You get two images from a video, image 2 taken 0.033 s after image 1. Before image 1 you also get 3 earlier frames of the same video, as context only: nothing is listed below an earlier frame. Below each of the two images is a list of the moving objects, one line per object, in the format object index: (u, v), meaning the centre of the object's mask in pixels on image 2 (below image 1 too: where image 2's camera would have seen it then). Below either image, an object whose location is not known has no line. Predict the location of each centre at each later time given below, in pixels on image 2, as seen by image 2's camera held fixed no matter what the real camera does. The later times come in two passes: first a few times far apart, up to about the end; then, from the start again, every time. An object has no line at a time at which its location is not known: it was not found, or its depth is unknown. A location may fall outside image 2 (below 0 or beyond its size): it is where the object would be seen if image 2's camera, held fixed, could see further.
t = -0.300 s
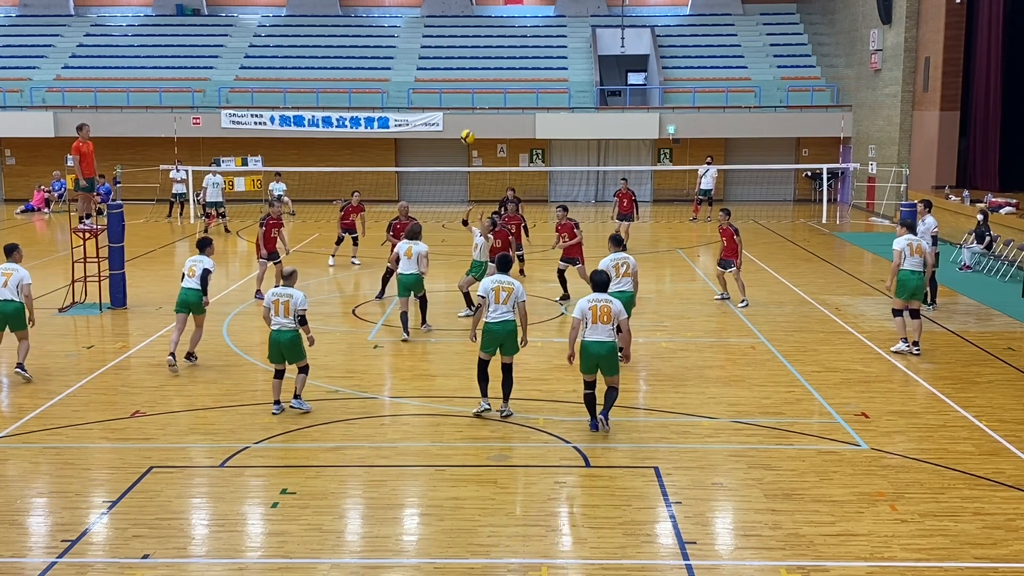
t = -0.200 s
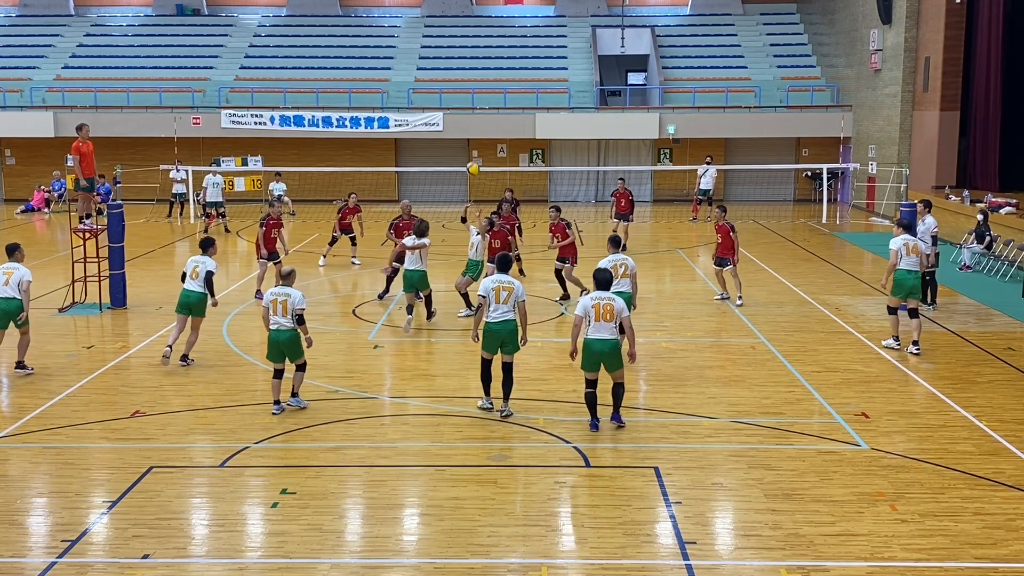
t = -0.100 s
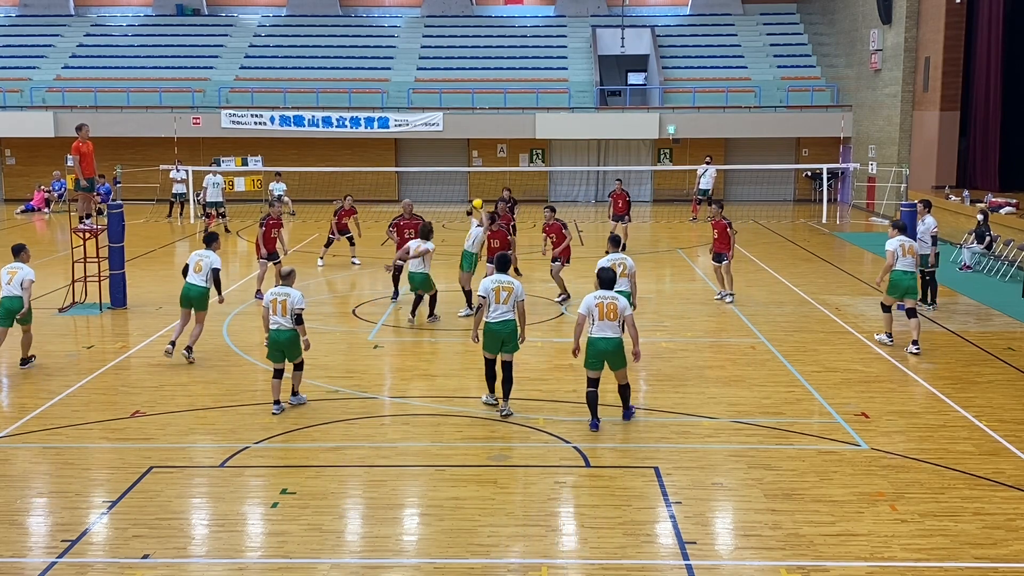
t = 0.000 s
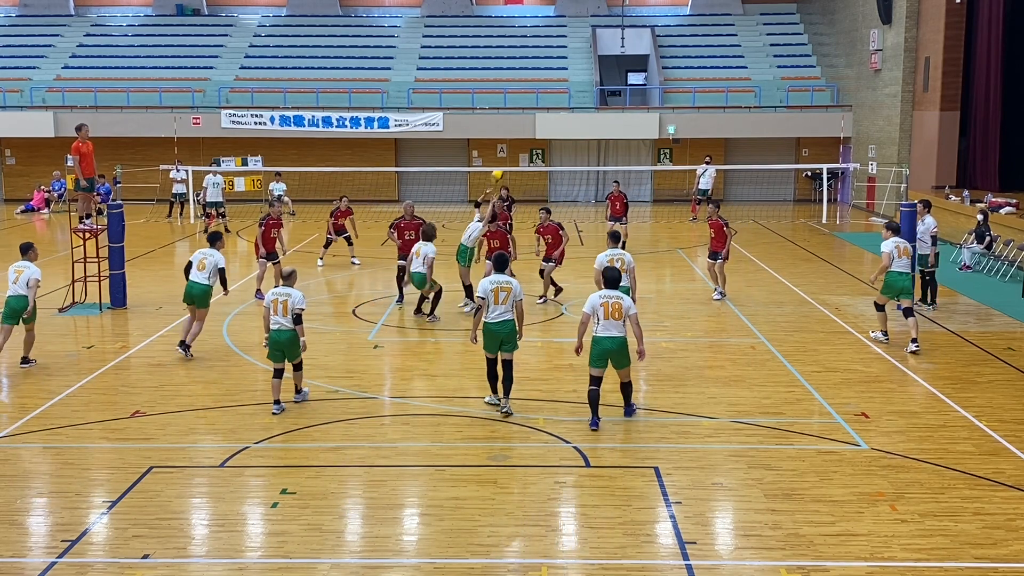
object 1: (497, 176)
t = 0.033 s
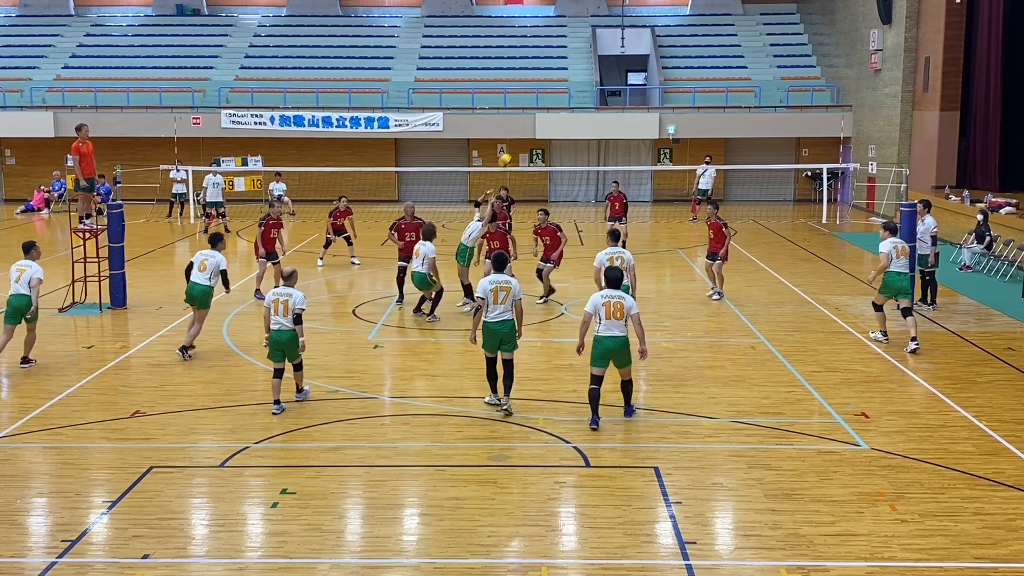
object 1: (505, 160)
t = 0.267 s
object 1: (561, 76)
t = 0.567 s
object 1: (629, 19)
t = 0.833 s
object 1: (688, 17)
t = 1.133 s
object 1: (748, 68)
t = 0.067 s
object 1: (514, 146)
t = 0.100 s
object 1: (522, 133)
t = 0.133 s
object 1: (530, 120)
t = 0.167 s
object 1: (538, 108)
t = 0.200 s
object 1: (545, 96)
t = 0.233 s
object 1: (553, 86)
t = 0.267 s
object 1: (561, 76)
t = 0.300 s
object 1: (569, 67)
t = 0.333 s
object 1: (577, 58)
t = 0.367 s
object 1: (585, 50)
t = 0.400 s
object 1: (592, 43)
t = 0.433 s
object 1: (599, 37)
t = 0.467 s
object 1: (607, 31)
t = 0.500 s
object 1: (615, 26)
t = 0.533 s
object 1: (622, 22)
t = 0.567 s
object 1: (629, 19)
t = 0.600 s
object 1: (637, 16)
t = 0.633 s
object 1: (644, 14)
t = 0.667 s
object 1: (652, 13)
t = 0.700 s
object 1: (659, 12)
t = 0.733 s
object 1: (666, 12)
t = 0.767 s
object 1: (673, 14)
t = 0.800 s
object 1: (681, 15)
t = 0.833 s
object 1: (688, 17)
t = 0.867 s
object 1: (695, 20)
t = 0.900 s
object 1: (702, 24)
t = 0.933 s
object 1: (709, 28)
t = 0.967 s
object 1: (716, 33)
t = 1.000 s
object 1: (722, 39)
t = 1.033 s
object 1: (729, 45)
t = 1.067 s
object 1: (735, 52)
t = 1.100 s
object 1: (742, 61)
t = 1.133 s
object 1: (748, 68)
